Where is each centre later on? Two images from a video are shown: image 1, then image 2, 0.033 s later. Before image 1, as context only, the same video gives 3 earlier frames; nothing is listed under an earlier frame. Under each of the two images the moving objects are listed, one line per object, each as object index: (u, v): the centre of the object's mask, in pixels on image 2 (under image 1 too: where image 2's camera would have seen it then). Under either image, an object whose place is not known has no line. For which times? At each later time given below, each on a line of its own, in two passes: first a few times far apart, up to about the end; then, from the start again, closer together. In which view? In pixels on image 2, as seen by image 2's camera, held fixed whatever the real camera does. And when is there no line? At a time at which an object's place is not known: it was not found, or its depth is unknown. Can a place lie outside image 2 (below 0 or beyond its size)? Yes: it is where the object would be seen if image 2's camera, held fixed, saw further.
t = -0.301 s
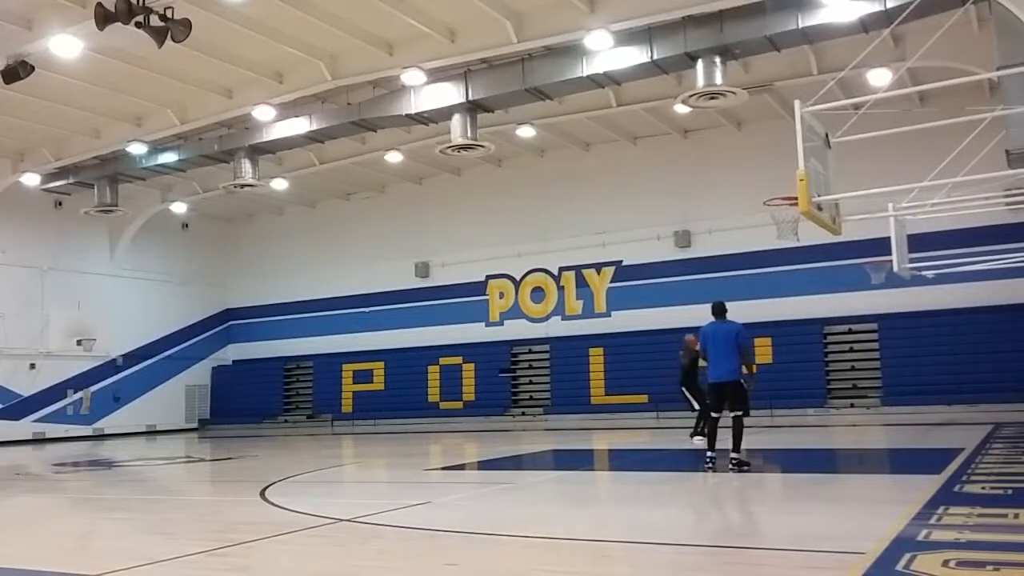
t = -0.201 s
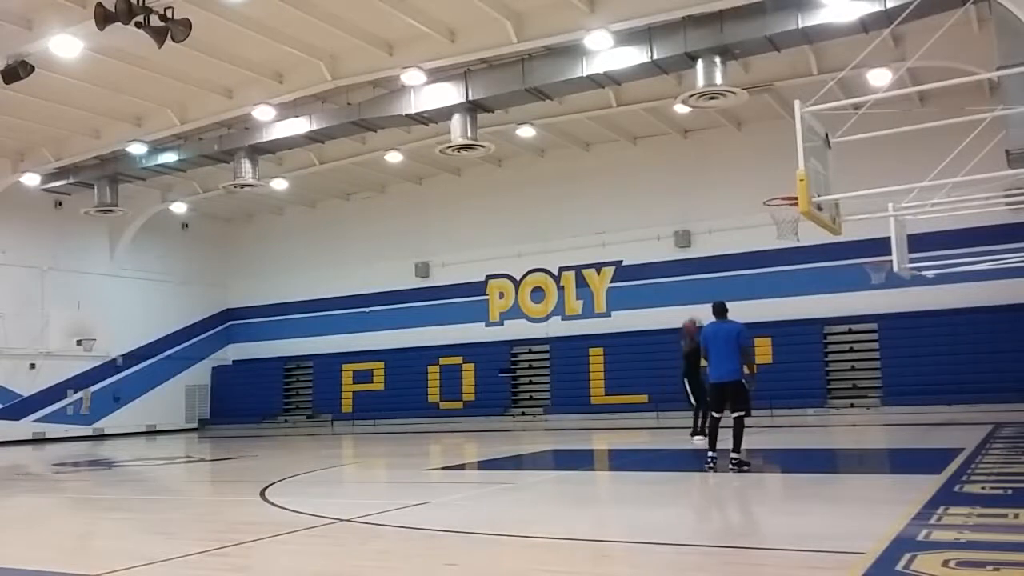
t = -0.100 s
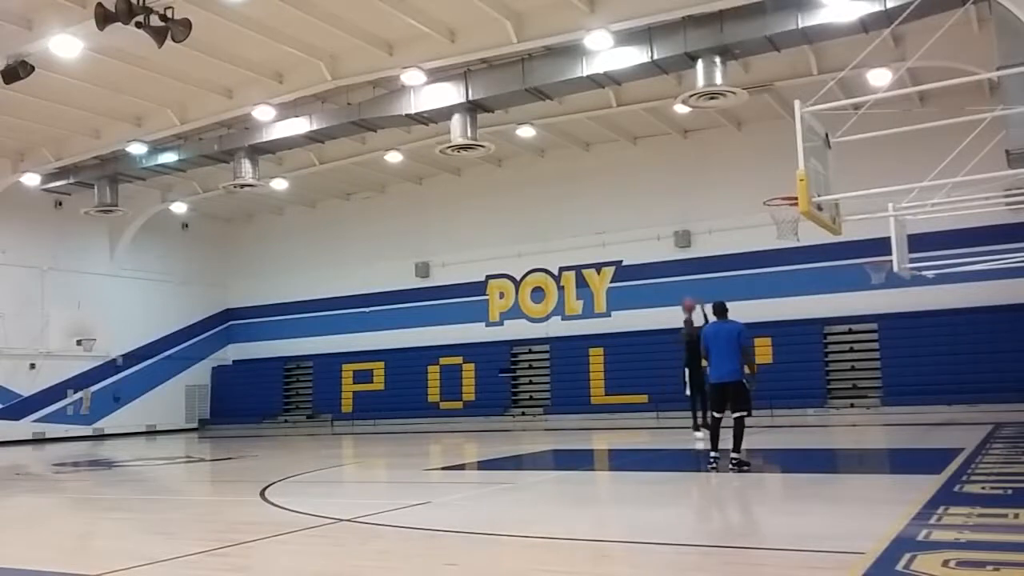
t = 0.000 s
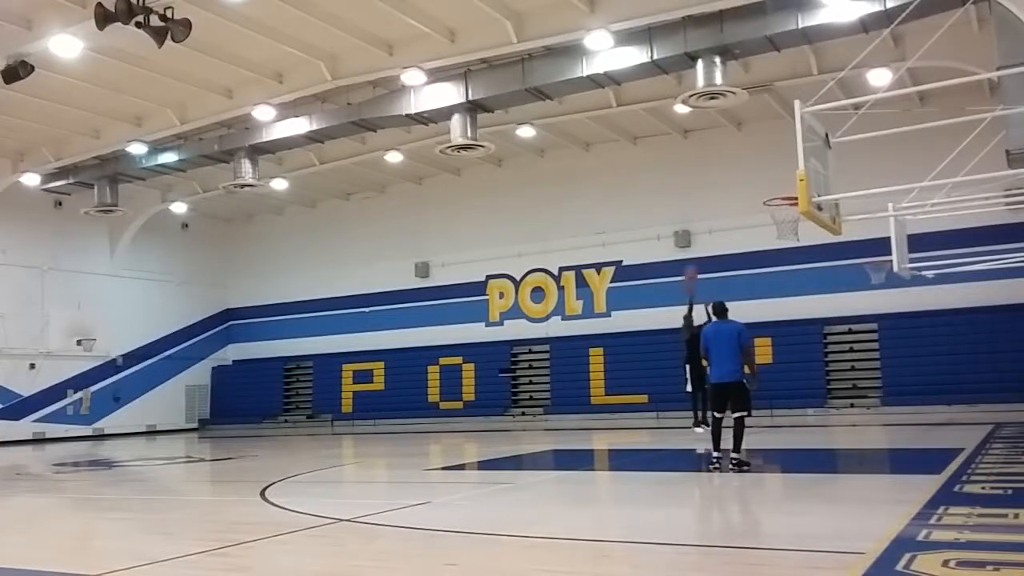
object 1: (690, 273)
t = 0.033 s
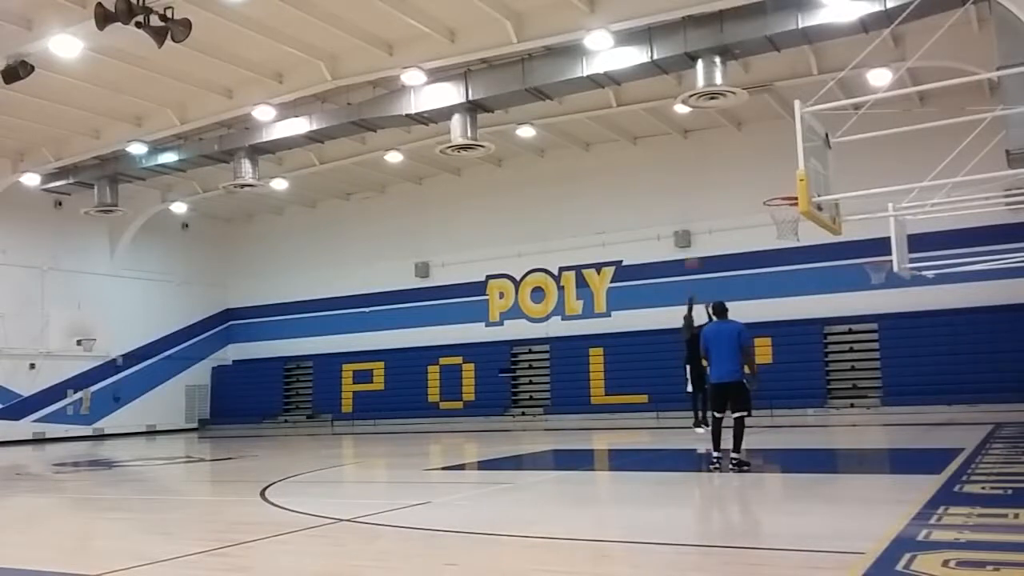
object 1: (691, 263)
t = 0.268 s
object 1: (705, 198)
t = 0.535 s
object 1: (726, 157)
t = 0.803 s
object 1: (753, 160)
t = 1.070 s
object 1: (792, 193)
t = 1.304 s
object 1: (791, 164)
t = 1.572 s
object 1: (792, 184)
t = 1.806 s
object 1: (801, 244)
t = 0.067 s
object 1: (694, 253)
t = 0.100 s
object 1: (696, 241)
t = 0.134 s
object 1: (697, 232)
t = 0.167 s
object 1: (699, 222)
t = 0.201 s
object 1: (701, 214)
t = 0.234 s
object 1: (703, 206)
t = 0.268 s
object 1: (705, 198)
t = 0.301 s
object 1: (707, 191)
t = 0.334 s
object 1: (709, 183)
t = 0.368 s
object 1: (712, 178)
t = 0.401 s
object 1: (714, 172)
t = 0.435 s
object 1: (717, 168)
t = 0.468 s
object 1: (720, 163)
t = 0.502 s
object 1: (723, 160)
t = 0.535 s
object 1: (726, 157)
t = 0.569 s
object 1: (728, 155)
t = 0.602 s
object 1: (731, 153)
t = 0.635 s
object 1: (735, 152)
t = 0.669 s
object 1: (738, 152)
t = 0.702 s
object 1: (742, 153)
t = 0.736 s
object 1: (745, 154)
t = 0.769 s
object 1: (749, 157)
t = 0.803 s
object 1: (753, 160)
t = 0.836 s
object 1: (757, 164)
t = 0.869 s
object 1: (761, 170)
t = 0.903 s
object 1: (765, 176)
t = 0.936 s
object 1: (770, 183)
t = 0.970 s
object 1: (775, 191)
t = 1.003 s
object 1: (781, 193)
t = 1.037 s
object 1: (789, 194)
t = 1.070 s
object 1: (792, 193)
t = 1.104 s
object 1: (792, 185)
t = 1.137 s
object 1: (791, 179)
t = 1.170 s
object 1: (791, 174)
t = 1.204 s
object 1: (791, 170)
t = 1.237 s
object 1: (791, 167)
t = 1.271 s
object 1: (791, 165)
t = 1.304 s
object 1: (791, 164)
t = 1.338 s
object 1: (792, 164)
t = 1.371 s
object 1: (791, 164)
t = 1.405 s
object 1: (791, 165)
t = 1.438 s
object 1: (791, 167)
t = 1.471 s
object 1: (792, 170)
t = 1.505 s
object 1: (792, 175)
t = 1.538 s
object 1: (792, 179)
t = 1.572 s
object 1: (792, 184)
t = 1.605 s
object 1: (792, 189)
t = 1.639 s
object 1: (793, 193)
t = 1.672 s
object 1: (793, 207)
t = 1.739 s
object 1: (802, 225)
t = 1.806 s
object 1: (801, 244)
